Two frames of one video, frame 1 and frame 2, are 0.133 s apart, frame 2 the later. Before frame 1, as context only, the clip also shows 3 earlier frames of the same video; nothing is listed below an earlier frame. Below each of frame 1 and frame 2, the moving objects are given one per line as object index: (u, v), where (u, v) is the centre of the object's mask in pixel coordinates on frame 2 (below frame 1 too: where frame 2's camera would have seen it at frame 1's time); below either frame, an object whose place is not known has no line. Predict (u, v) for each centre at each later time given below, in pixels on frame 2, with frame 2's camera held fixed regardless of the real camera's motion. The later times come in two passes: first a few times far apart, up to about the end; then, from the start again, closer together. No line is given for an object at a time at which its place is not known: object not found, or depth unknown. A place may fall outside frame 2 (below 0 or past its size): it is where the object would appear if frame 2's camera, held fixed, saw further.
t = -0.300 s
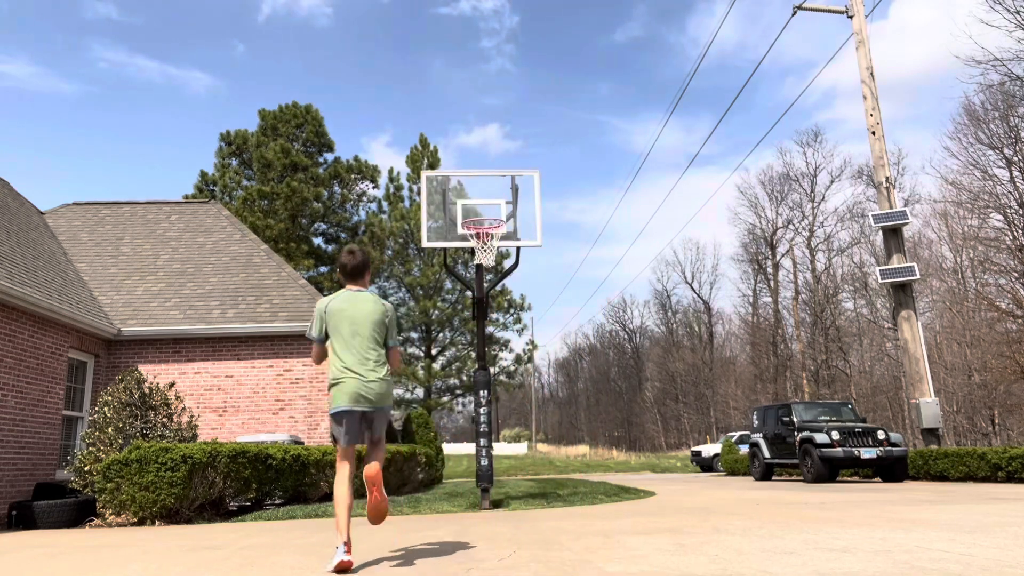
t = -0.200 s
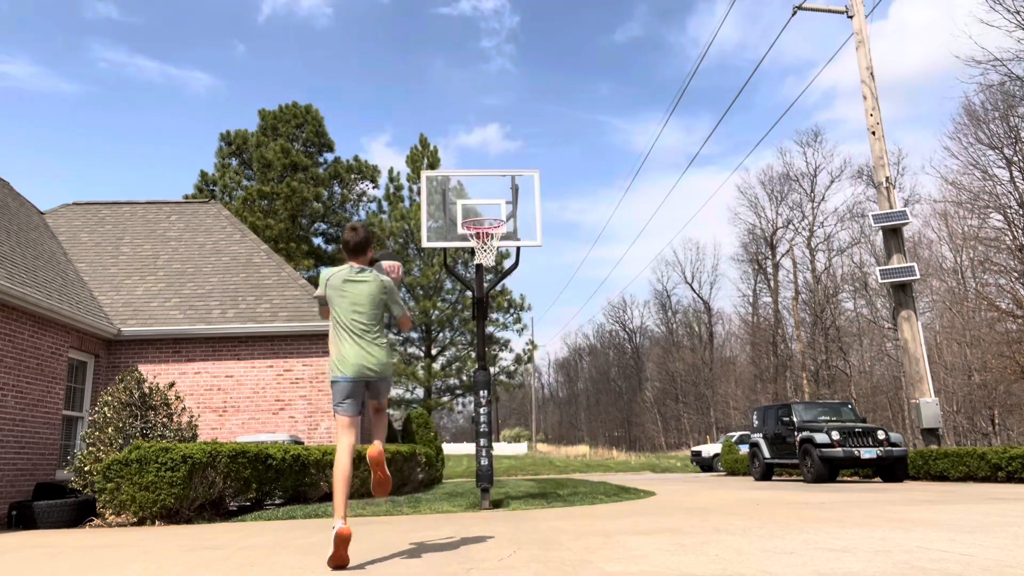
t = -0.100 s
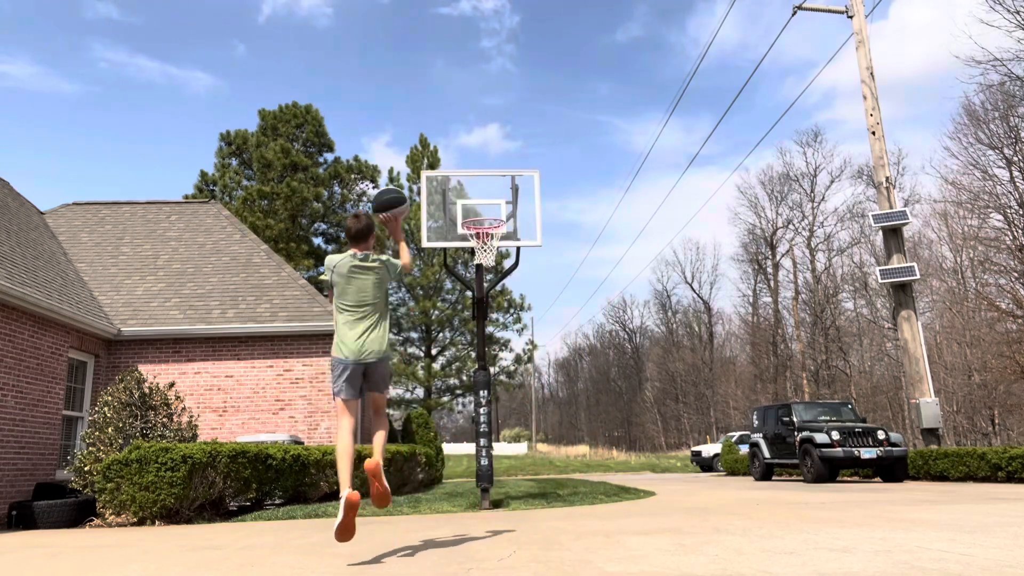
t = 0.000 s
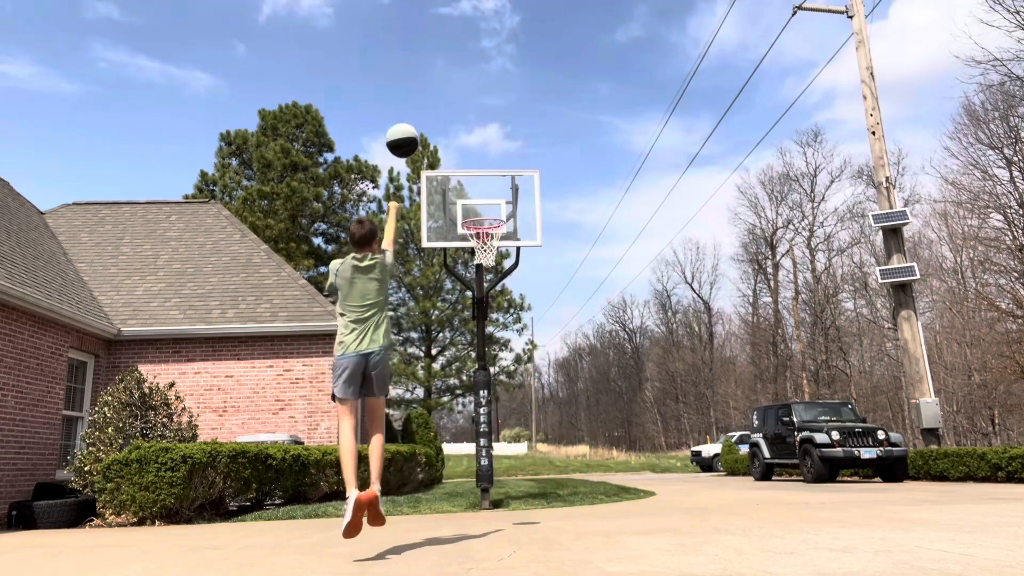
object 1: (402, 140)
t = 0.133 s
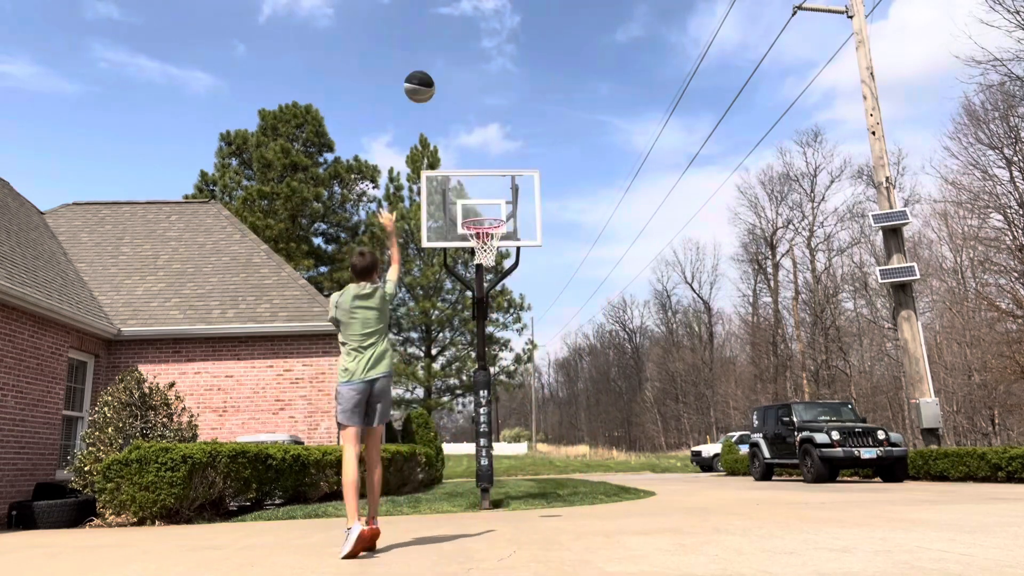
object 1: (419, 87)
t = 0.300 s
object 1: (436, 57)
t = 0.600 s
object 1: (460, 78)
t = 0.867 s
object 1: (478, 155)
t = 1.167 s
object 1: (494, 189)
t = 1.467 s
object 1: (509, 183)
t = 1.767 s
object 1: (527, 252)
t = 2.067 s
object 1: (550, 410)
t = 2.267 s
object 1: (562, 453)
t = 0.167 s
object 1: (423, 78)
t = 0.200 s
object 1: (426, 70)
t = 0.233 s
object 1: (430, 64)
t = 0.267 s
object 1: (433, 60)
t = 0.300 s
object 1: (436, 57)
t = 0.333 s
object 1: (439, 55)
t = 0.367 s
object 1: (442, 55)
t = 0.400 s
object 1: (445, 55)
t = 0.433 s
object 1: (448, 57)
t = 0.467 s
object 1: (450, 59)
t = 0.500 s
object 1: (453, 63)
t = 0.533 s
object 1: (455, 67)
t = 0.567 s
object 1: (458, 72)
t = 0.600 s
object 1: (460, 78)
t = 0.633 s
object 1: (462, 86)
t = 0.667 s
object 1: (465, 93)
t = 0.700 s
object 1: (467, 101)
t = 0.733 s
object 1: (469, 111)
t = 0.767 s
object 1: (471, 121)
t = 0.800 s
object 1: (474, 132)
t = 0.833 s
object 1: (476, 143)
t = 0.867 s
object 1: (478, 155)
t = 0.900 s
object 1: (480, 168)
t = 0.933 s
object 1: (482, 182)
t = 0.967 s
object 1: (484, 195)
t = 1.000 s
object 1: (486, 210)
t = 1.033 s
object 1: (488, 213)
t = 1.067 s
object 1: (490, 208)
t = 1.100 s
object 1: (491, 201)
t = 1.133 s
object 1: (493, 194)
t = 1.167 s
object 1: (494, 189)
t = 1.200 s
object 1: (496, 185)
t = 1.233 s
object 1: (497, 181)
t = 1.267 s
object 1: (498, 180)
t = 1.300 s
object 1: (500, 178)
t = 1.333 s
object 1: (502, 177)
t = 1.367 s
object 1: (503, 177)
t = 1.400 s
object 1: (505, 179)
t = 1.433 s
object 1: (507, 180)
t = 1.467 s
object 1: (509, 183)
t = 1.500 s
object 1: (510, 187)
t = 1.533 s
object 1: (512, 191)
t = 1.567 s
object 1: (514, 197)
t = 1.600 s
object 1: (516, 205)
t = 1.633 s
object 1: (518, 212)
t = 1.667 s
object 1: (520, 220)
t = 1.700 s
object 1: (522, 230)
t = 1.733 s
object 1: (525, 240)
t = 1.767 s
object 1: (527, 252)
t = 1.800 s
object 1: (529, 265)
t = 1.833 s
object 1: (531, 279)
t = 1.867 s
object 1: (533, 294)
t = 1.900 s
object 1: (536, 310)
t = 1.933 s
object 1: (538, 328)
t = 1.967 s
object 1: (541, 347)
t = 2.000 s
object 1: (545, 366)
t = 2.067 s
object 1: (550, 410)
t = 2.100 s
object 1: (553, 434)
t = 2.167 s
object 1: (559, 488)
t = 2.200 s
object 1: (561, 498)
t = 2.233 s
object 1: (562, 474)
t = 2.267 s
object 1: (562, 453)
